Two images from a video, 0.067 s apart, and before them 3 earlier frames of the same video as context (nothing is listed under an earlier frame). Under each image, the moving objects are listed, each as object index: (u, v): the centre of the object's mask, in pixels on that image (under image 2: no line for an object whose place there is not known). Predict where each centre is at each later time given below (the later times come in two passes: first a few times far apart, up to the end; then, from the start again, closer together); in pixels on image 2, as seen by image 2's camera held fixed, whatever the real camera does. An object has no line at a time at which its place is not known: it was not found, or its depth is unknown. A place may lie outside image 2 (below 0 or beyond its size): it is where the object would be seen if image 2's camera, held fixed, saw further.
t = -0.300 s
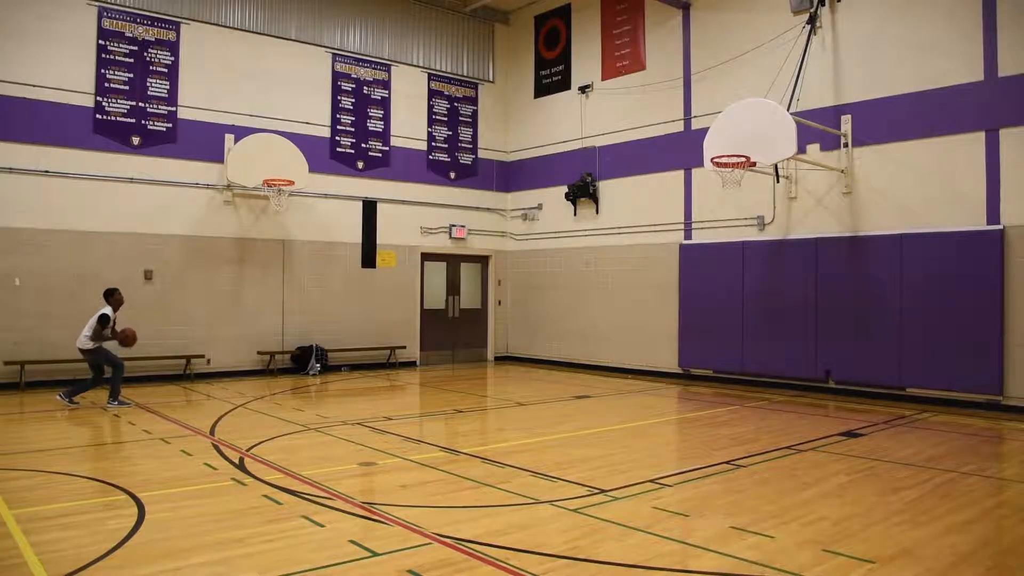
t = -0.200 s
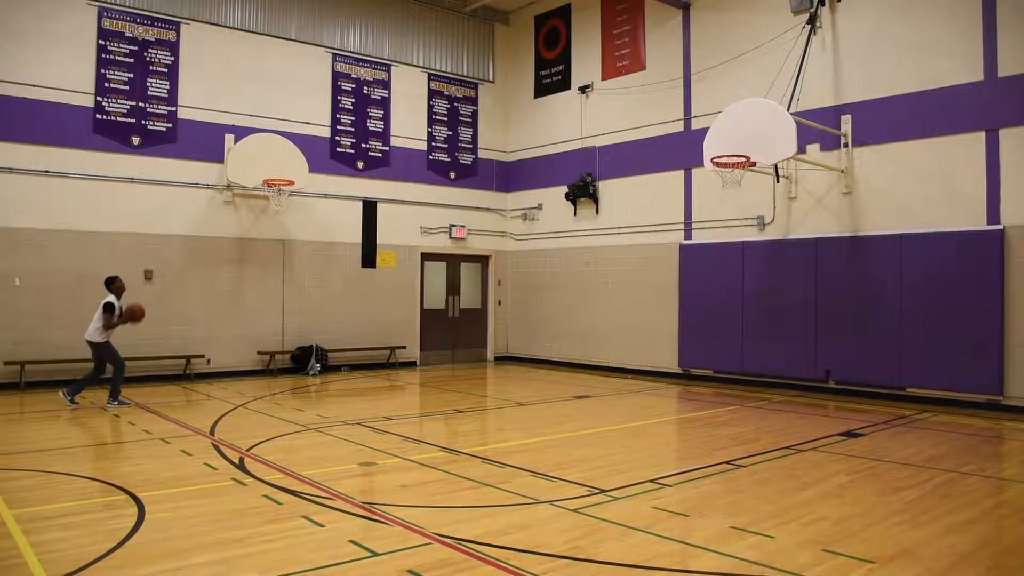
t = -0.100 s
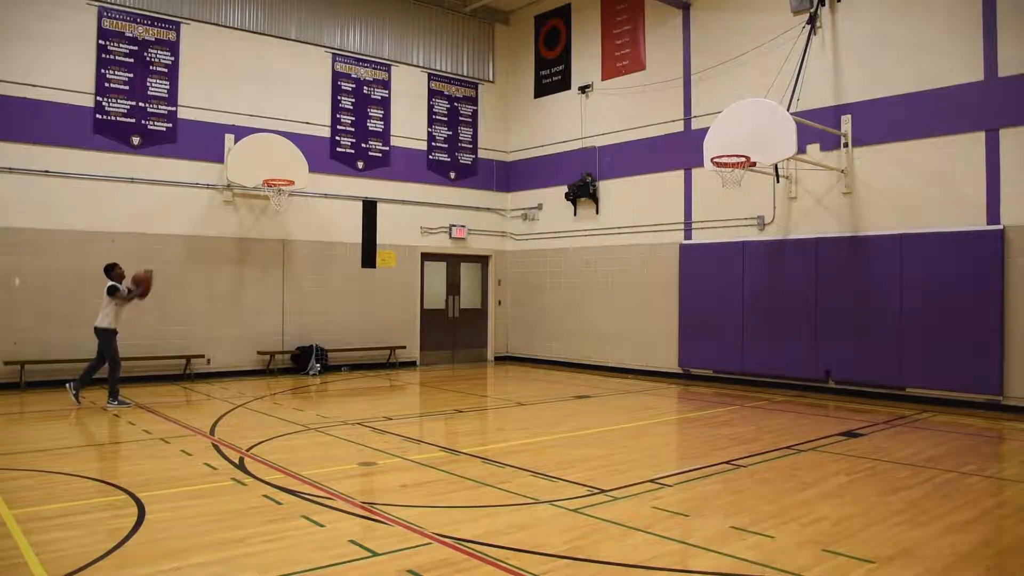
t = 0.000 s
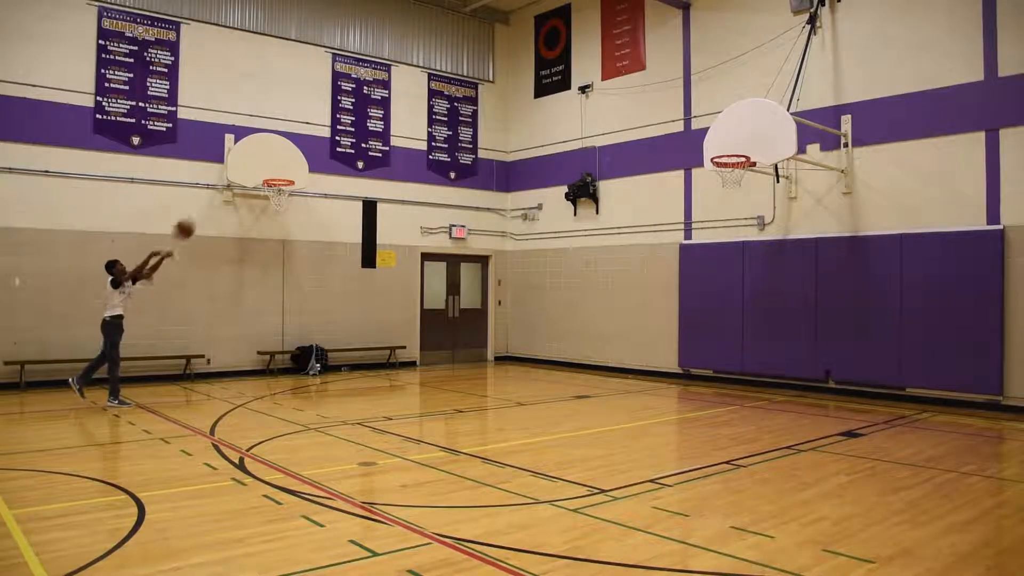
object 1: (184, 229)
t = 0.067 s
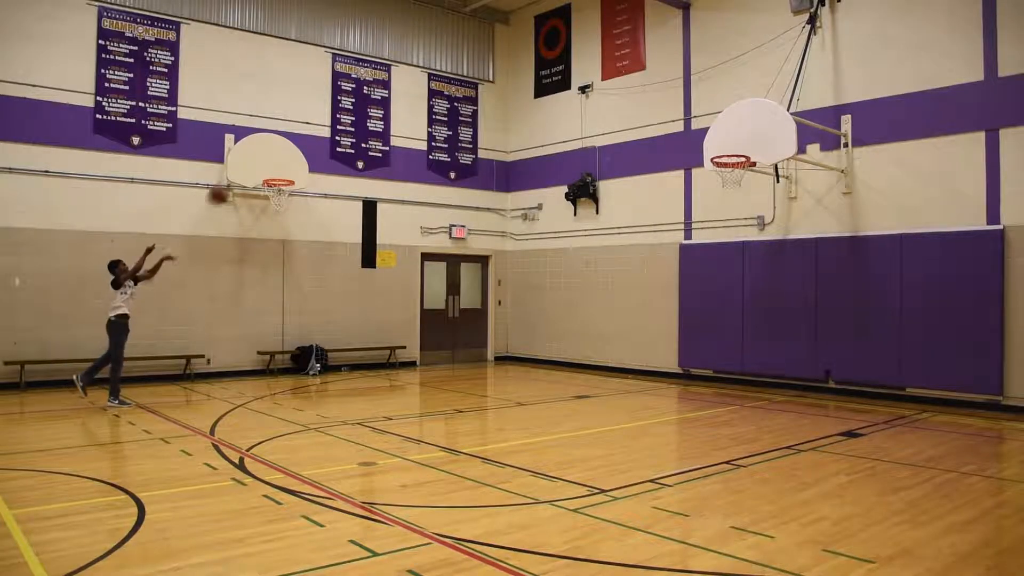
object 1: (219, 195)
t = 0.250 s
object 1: (311, 122)
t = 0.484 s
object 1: (426, 71)
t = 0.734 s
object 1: (543, 63)
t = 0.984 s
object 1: (656, 107)
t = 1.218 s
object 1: (746, 147)
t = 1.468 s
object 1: (773, 138)
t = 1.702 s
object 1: (795, 174)
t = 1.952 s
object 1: (823, 278)
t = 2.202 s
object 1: (853, 420)
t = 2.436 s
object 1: (898, 305)
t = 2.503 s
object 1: (915, 284)
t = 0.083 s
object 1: (226, 188)
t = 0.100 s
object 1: (233, 180)
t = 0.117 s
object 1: (243, 172)
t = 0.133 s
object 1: (251, 165)
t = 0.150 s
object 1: (260, 158)
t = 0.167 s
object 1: (268, 151)
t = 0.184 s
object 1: (277, 145)
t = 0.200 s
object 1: (285, 139)
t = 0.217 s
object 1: (293, 133)
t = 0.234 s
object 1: (302, 127)
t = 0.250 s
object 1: (311, 122)
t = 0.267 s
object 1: (318, 117)
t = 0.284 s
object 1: (325, 111)
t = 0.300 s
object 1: (334, 108)
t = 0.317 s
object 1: (344, 102)
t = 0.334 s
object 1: (352, 97)
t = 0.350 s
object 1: (360, 94)
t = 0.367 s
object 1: (367, 92)
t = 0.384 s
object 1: (376, 87)
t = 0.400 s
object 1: (385, 84)
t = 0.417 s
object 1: (393, 81)
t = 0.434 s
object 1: (402, 78)
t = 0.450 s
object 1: (410, 75)
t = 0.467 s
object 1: (418, 74)
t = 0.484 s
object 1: (426, 71)
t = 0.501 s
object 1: (435, 68)
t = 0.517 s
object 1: (443, 68)
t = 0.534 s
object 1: (450, 66)
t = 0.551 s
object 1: (458, 64)
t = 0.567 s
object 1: (467, 63)
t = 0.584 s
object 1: (474, 62)
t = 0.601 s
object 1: (482, 62)
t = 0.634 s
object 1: (497, 61)
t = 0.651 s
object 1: (505, 61)
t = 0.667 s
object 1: (512, 62)
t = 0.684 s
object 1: (521, 62)
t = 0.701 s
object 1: (529, 62)
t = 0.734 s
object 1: (543, 63)
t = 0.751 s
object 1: (551, 65)
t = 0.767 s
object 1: (559, 67)
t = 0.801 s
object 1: (574, 71)
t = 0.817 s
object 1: (582, 73)
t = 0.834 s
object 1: (590, 76)
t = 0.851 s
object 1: (597, 79)
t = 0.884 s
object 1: (613, 84)
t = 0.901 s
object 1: (620, 88)
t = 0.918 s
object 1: (627, 91)
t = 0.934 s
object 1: (634, 95)
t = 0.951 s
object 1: (641, 98)
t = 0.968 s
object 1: (649, 103)
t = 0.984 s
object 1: (656, 107)
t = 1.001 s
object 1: (663, 112)
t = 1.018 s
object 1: (670, 116)
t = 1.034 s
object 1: (677, 121)
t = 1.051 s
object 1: (685, 127)
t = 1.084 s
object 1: (698, 139)
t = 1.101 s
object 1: (707, 144)
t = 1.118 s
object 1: (713, 149)
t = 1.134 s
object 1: (720, 151)
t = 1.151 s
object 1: (725, 149)
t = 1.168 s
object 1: (730, 148)
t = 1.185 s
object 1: (735, 148)
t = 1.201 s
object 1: (741, 148)
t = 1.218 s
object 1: (746, 147)
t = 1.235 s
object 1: (751, 147)
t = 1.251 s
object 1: (754, 147)
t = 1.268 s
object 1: (756, 145)
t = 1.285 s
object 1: (757, 143)
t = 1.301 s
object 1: (758, 141)
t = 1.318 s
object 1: (760, 140)
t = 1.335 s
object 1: (761, 139)
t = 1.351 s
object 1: (762, 138)
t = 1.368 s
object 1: (764, 137)
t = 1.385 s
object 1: (765, 137)
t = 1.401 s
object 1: (767, 137)
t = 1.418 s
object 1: (768, 137)
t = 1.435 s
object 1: (769, 137)
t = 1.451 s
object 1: (771, 138)
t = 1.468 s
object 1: (773, 138)
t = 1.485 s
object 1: (774, 139)
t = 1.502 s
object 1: (775, 140)
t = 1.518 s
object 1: (777, 142)
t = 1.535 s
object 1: (779, 143)
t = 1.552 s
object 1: (780, 145)
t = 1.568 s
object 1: (782, 147)
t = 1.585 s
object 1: (784, 150)
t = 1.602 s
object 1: (785, 152)
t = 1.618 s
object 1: (787, 155)
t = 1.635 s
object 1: (789, 159)
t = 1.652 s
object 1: (791, 163)
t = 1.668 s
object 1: (791, 166)
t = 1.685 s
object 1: (794, 170)
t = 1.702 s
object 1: (795, 174)
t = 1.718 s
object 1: (796, 180)
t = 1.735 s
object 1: (798, 184)
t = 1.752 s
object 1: (800, 190)
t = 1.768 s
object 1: (802, 195)
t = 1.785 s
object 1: (804, 201)
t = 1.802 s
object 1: (805, 207)
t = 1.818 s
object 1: (807, 214)
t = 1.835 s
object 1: (809, 220)
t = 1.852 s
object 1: (811, 228)
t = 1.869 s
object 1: (813, 235)
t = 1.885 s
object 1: (812, 242)
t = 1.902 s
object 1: (817, 250)
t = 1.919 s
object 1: (818, 259)
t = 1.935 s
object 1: (821, 268)
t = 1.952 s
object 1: (823, 278)
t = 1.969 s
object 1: (825, 287)
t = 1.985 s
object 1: (826, 298)
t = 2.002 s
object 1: (828, 309)
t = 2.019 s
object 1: (830, 321)
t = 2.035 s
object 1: (832, 333)
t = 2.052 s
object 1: (834, 345)
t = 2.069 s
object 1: (835, 357)
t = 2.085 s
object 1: (836, 365)
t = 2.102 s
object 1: (840, 384)
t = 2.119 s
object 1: (841, 398)
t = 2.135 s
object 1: (843, 411)
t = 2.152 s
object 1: (845, 424)
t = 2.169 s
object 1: (848, 436)
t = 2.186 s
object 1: (850, 427)
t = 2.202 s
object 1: (853, 420)
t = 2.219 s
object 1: (857, 408)
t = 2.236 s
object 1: (860, 398)
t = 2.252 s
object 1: (863, 389)
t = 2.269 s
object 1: (865, 380)
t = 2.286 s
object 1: (869, 372)
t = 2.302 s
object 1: (873, 363)
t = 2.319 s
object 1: (875, 356)
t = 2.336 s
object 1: (880, 348)
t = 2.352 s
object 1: (882, 340)
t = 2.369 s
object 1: (887, 331)
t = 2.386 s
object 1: (889, 325)
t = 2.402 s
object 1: (894, 318)
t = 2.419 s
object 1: (896, 312)
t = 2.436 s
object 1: (898, 305)
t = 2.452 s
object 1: (904, 299)
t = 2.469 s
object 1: (907, 293)
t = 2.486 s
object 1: (911, 287)
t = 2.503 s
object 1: (915, 284)
